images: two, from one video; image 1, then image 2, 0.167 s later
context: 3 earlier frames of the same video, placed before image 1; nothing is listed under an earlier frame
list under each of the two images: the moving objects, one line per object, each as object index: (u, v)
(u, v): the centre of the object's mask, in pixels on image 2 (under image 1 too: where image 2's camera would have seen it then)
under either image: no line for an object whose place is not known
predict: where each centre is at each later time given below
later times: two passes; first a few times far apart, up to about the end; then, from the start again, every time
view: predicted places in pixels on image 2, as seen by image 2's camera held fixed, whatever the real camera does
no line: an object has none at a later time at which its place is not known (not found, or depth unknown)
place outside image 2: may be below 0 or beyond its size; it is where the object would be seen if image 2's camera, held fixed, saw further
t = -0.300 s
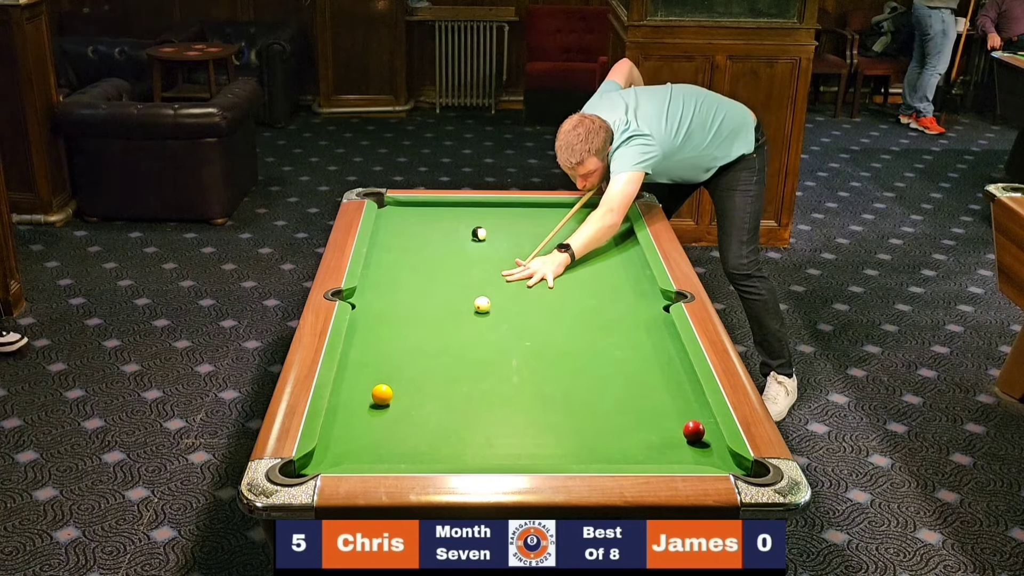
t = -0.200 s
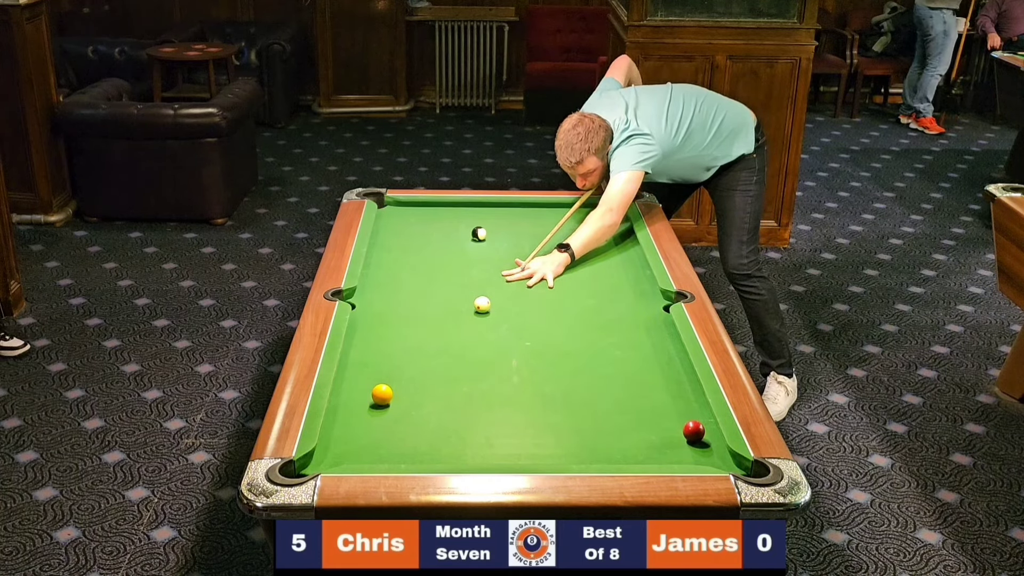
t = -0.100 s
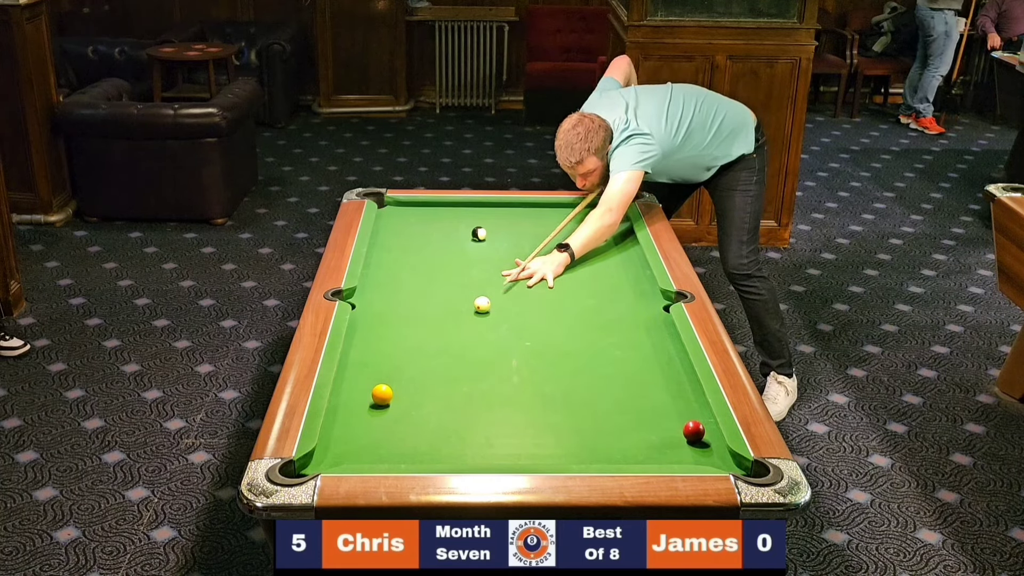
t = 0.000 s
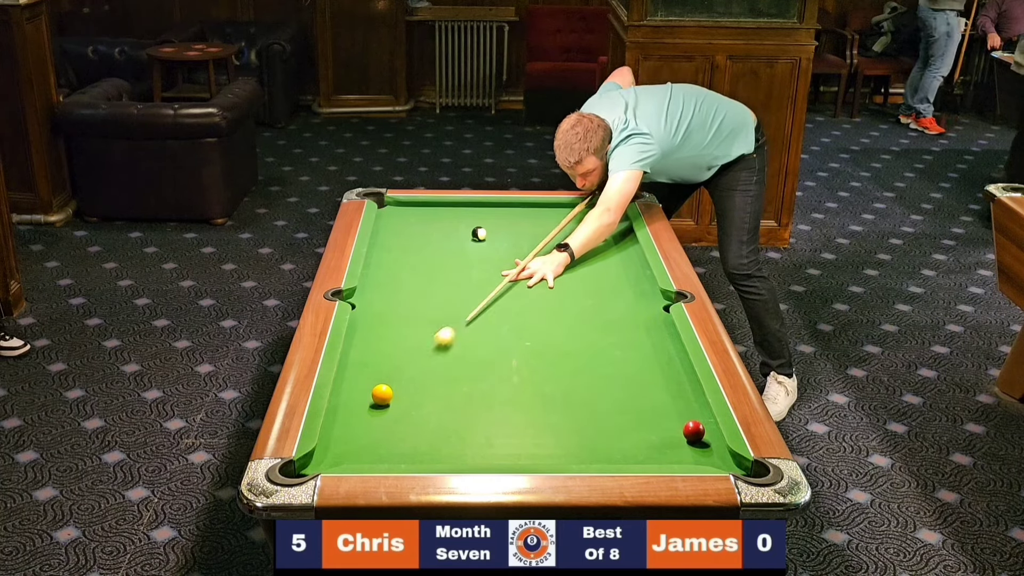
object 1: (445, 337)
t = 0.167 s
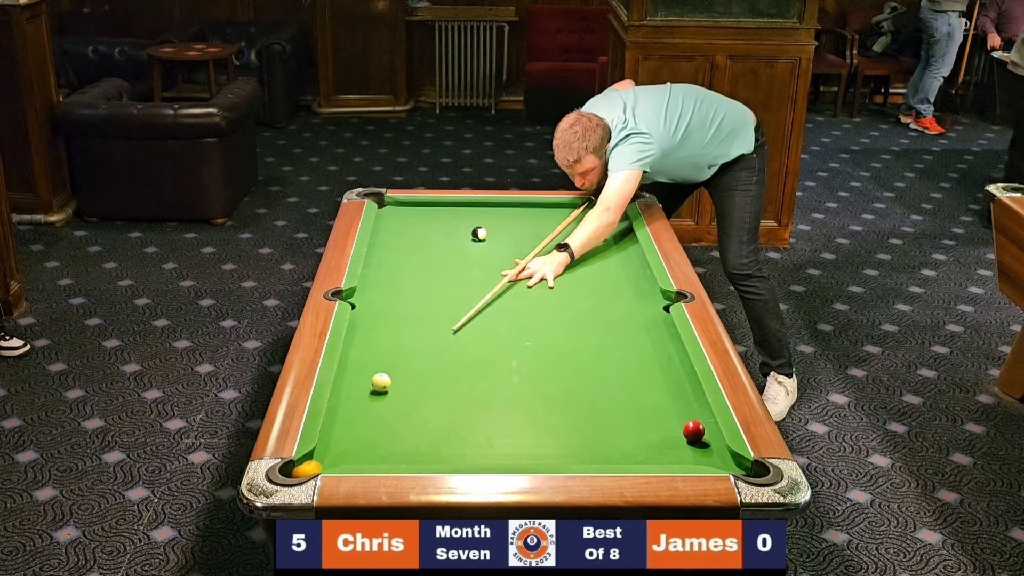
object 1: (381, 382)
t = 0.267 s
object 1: (372, 379)
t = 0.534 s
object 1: (351, 373)
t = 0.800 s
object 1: (356, 367)
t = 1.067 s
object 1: (369, 362)
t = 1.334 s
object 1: (380, 357)
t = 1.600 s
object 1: (388, 354)
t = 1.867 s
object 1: (394, 352)
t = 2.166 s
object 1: (398, 349)
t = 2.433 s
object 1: (399, 349)
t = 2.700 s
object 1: (399, 349)
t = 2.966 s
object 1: (399, 349)
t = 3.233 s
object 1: (399, 349)
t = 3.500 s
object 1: (399, 349)
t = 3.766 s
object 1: (399, 349)
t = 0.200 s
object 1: (378, 381)
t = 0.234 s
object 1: (375, 380)
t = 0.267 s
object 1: (372, 379)
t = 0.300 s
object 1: (369, 379)
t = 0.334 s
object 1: (367, 378)
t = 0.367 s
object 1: (364, 377)
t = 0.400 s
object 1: (361, 376)
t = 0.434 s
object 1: (359, 375)
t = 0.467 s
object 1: (356, 374)
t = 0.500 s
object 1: (354, 374)
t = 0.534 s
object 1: (351, 373)
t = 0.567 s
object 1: (349, 372)
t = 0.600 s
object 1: (346, 371)
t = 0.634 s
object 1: (346, 370)
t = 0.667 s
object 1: (348, 370)
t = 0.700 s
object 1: (350, 369)
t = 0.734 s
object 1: (352, 368)
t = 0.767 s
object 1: (354, 367)
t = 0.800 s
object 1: (356, 367)
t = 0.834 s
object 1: (358, 366)
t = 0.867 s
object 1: (360, 365)
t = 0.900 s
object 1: (361, 365)
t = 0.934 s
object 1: (363, 364)
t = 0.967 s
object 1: (364, 363)
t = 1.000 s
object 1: (366, 363)
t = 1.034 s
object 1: (368, 362)
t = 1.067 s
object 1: (369, 362)
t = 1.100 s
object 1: (371, 361)
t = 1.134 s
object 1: (372, 360)
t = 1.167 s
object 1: (374, 360)
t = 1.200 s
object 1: (375, 359)
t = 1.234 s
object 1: (376, 359)
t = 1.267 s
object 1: (377, 358)
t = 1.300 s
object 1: (379, 358)
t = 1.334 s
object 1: (380, 357)
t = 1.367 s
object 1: (381, 357)
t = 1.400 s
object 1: (382, 357)
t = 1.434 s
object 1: (383, 356)
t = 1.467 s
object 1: (385, 355)
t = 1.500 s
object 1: (385, 355)
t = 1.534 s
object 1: (386, 355)
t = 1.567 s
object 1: (387, 354)
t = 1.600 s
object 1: (388, 354)
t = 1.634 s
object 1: (389, 353)
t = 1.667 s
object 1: (390, 353)
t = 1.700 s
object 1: (390, 353)
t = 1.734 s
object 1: (391, 352)
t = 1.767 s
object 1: (392, 352)
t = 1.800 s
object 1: (393, 352)
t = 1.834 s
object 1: (393, 352)
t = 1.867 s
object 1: (394, 352)
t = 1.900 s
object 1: (394, 351)
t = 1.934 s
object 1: (395, 351)
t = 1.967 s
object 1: (395, 351)
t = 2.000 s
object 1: (396, 350)
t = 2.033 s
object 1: (396, 350)
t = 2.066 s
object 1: (397, 350)
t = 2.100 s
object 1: (397, 350)
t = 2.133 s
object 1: (398, 349)
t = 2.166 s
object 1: (398, 349)
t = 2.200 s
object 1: (398, 349)
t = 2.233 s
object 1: (398, 349)
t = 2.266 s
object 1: (399, 349)
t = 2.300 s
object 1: (399, 349)
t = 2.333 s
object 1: (399, 349)
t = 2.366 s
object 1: (399, 349)
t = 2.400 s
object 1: (399, 349)
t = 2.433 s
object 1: (399, 349)
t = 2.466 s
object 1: (399, 348)
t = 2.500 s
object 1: (399, 349)
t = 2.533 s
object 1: (399, 348)
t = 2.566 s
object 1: (399, 349)
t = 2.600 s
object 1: (399, 348)
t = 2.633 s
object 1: (399, 349)
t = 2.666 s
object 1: (399, 349)
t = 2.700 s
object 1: (399, 349)
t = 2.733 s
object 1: (399, 349)
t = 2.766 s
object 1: (399, 349)
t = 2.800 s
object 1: (399, 349)
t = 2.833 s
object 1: (399, 349)
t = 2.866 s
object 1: (399, 349)
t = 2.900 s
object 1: (399, 349)
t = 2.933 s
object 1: (399, 349)
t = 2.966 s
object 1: (399, 349)
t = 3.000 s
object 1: (399, 349)
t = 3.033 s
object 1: (399, 349)
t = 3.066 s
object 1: (399, 348)
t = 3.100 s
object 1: (399, 349)
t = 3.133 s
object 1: (399, 349)
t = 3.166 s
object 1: (399, 349)
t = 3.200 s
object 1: (399, 348)
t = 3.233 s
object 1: (399, 349)
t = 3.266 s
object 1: (399, 348)
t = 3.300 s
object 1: (399, 349)
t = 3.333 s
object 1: (399, 348)
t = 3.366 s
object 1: (399, 349)
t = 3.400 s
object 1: (399, 348)
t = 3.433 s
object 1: (399, 348)
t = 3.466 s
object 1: (399, 348)
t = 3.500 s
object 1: (399, 349)
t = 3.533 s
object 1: (399, 349)
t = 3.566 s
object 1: (399, 348)
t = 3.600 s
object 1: (399, 348)
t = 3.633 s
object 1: (399, 349)
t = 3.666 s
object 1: (399, 349)
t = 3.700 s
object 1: (399, 349)
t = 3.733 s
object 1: (399, 349)
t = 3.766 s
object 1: (399, 349)
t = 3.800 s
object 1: (399, 349)
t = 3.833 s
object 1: (399, 348)
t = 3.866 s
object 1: (399, 349)
